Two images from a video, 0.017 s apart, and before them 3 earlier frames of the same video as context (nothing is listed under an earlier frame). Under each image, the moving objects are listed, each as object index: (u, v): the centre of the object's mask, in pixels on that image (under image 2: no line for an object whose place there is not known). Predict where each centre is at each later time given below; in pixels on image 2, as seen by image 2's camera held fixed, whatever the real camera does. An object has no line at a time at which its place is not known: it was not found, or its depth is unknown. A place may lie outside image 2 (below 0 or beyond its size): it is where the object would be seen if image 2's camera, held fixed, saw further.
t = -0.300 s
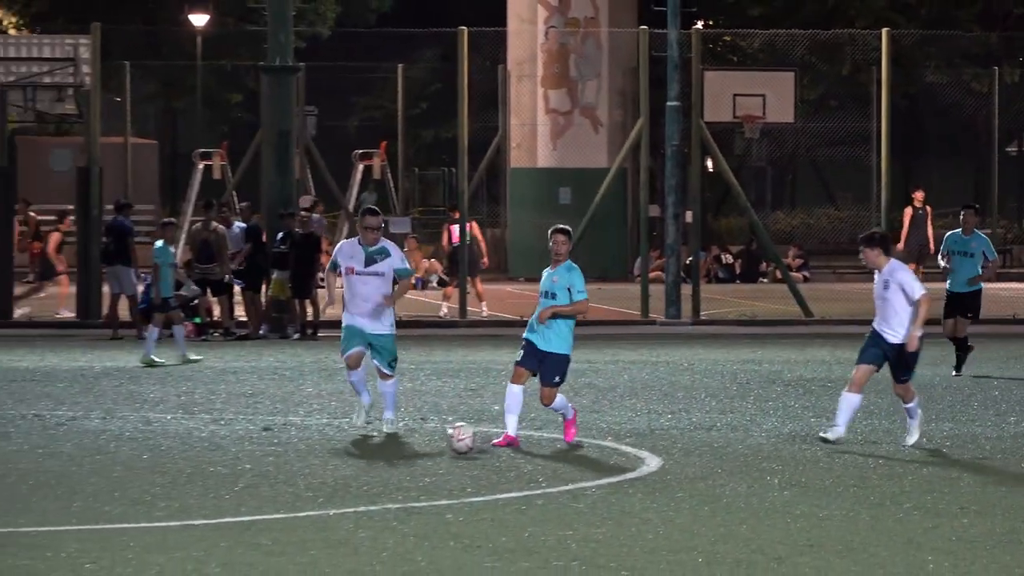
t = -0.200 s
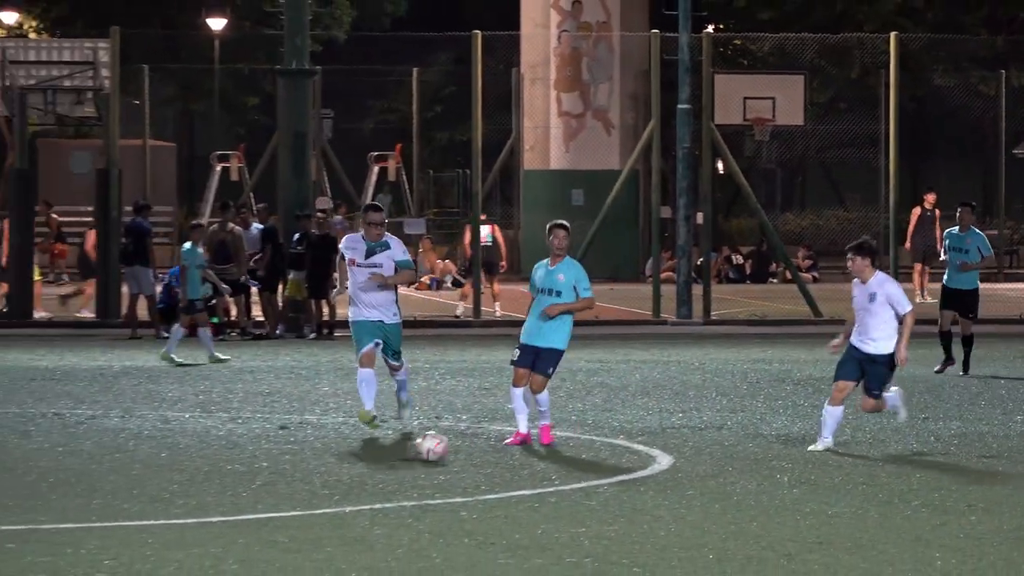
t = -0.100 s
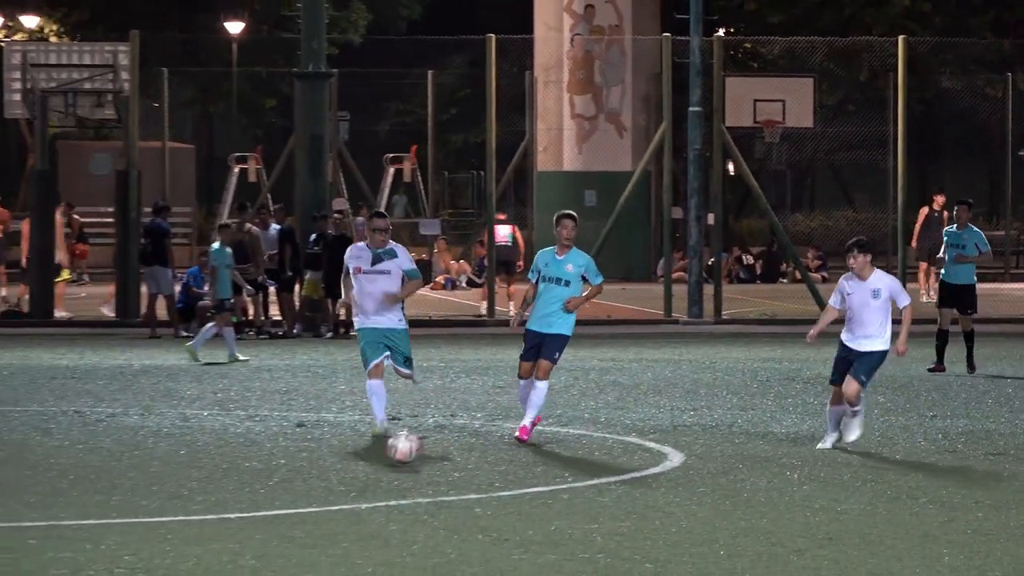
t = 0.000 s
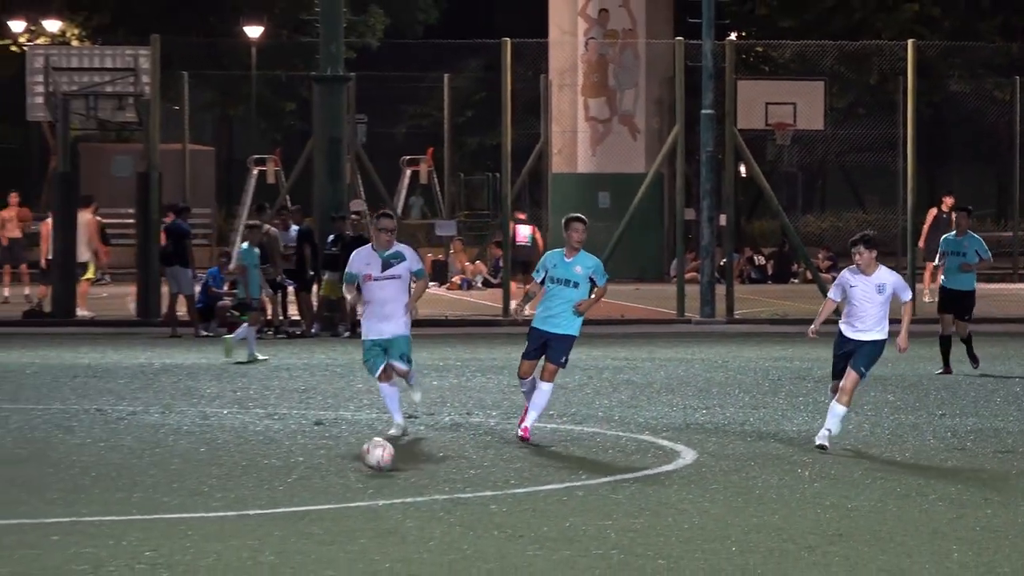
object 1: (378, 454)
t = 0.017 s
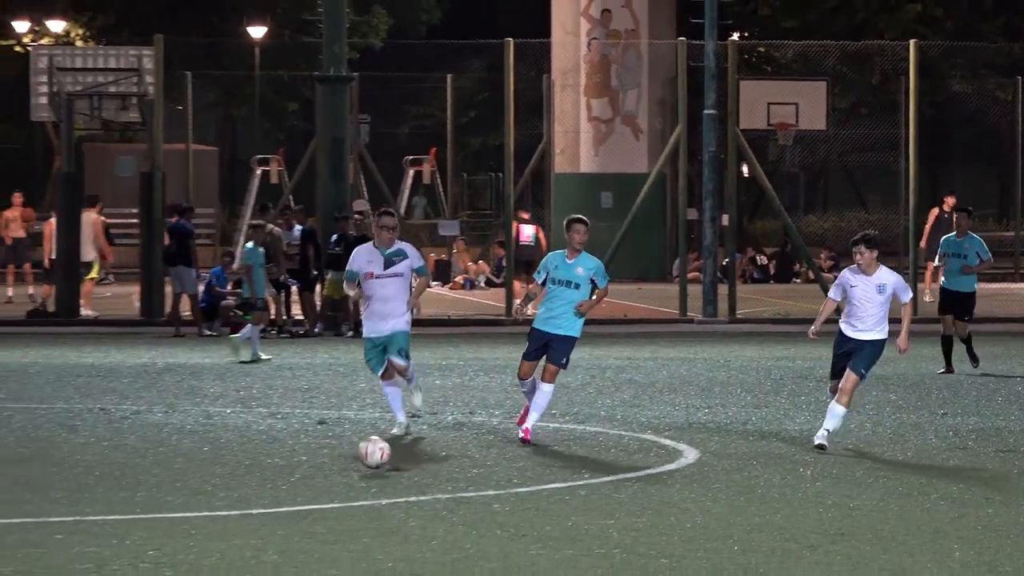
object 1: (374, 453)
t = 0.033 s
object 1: (367, 452)
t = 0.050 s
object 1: (361, 451)
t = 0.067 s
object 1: (353, 452)
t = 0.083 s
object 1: (347, 453)
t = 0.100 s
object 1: (339, 454)
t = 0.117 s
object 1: (332, 456)
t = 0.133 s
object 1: (326, 457)
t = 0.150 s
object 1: (318, 459)
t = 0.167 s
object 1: (311, 461)
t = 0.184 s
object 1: (304, 464)
